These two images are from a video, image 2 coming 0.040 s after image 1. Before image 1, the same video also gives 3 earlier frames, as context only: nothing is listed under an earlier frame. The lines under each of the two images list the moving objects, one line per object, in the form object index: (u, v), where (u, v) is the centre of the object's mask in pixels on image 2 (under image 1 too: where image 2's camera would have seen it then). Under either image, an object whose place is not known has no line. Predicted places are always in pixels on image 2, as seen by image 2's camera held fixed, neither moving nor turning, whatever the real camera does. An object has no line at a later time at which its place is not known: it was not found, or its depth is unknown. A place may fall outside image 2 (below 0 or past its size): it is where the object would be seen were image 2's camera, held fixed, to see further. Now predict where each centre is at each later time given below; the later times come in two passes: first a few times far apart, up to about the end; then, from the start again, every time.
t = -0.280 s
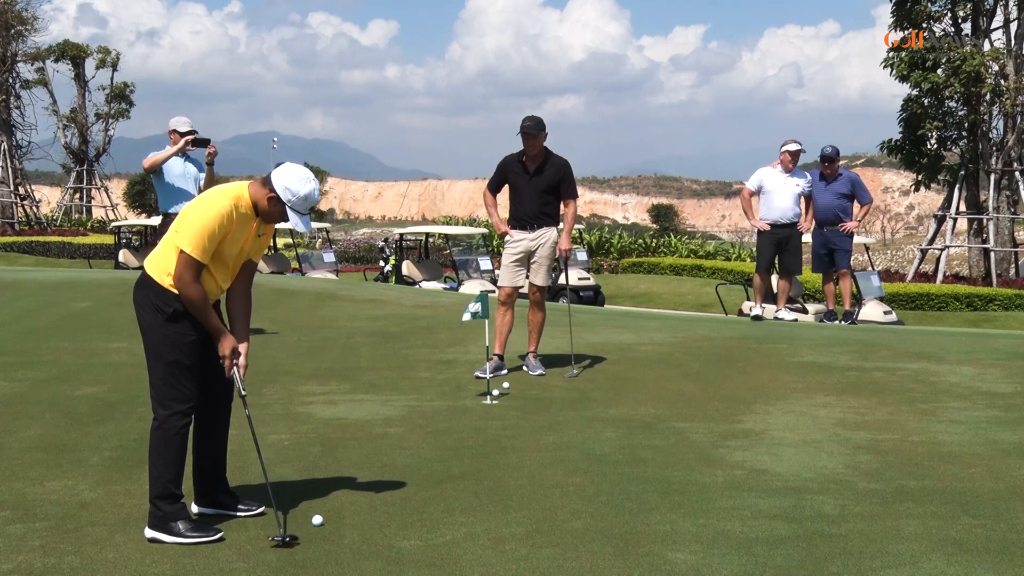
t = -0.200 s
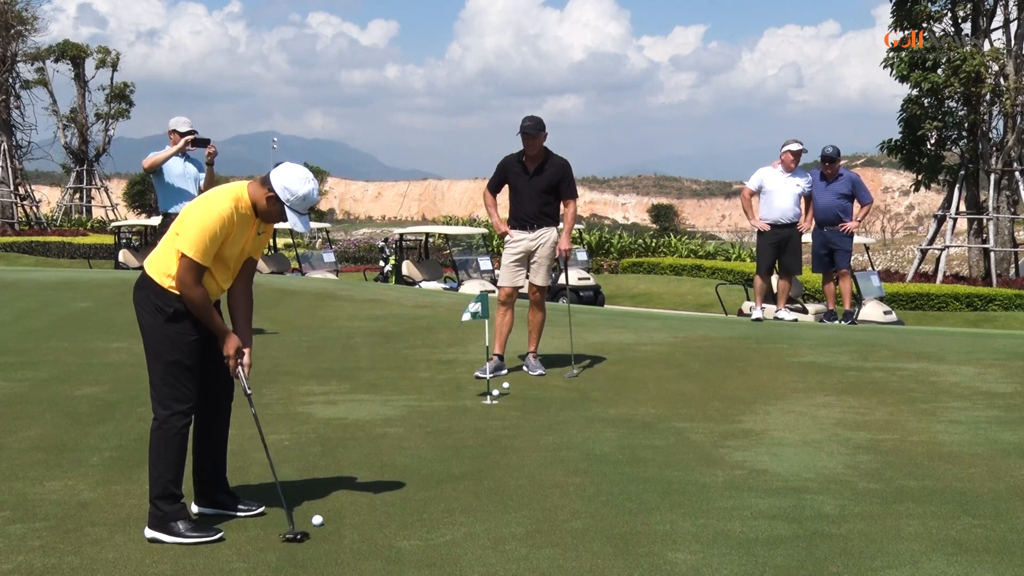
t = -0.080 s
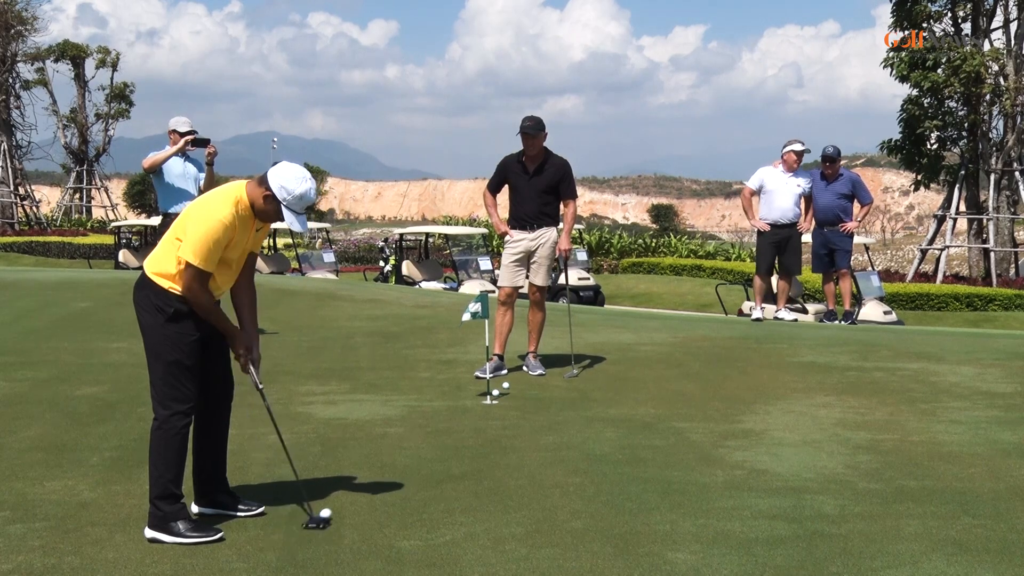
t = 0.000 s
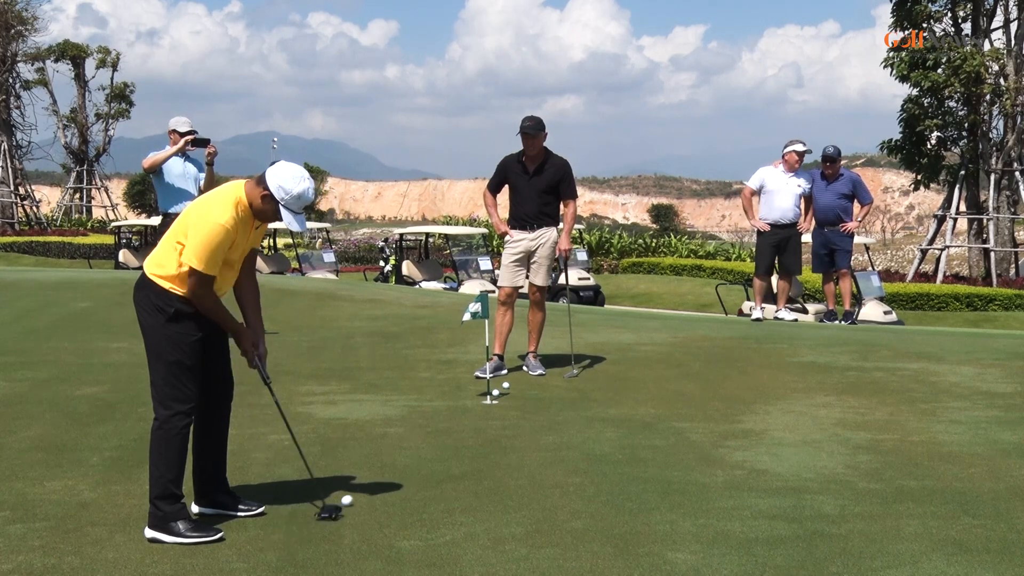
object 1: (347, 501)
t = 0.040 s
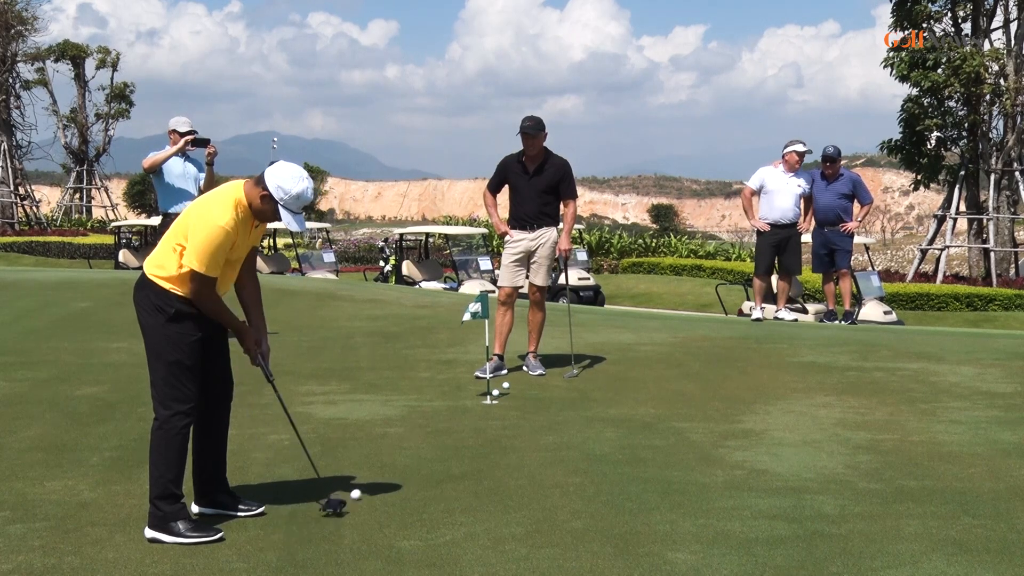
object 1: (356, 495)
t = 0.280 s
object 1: (392, 469)
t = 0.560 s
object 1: (420, 448)
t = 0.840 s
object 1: (438, 433)
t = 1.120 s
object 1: (449, 421)
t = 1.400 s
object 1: (457, 413)
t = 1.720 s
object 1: (463, 405)
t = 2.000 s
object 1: (466, 400)
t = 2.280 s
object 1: (468, 397)
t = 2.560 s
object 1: (470, 394)
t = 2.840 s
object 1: (471, 392)
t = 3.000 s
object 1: (472, 392)
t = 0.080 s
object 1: (363, 490)
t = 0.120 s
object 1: (371, 485)
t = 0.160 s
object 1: (377, 480)
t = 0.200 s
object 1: (382, 477)
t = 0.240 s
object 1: (387, 473)
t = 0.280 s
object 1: (392, 469)
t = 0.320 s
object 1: (397, 466)
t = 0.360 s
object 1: (402, 463)
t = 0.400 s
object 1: (406, 459)
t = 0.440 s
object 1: (410, 456)
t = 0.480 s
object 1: (413, 453)
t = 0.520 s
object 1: (417, 451)
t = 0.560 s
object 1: (420, 448)
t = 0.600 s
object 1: (423, 446)
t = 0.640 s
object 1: (426, 443)
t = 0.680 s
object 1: (429, 441)
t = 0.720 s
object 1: (432, 438)
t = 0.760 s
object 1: (434, 436)
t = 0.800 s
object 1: (436, 434)
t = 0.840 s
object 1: (438, 433)
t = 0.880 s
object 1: (440, 431)
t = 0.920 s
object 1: (442, 429)
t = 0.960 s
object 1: (444, 427)
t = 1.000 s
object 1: (445, 426)
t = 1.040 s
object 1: (447, 424)
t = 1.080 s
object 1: (448, 423)
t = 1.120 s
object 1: (449, 421)
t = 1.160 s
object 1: (451, 420)
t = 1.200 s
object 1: (452, 419)
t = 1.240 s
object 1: (453, 418)
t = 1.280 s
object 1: (454, 416)
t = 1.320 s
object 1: (455, 415)
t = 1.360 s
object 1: (456, 414)
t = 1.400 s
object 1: (457, 413)
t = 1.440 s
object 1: (458, 412)
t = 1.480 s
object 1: (459, 411)
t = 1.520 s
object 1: (459, 410)
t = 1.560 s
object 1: (460, 409)
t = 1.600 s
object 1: (461, 408)
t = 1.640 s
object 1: (462, 407)
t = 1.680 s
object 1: (462, 406)
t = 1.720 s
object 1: (463, 405)
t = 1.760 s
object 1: (463, 404)
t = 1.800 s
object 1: (464, 404)
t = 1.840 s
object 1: (464, 403)
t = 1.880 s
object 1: (465, 402)
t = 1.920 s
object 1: (465, 402)
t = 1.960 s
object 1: (465, 401)
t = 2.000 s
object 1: (466, 400)
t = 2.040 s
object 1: (466, 400)
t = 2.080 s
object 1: (467, 399)
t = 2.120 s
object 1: (467, 398)
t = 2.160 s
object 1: (467, 398)
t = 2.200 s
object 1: (468, 397)
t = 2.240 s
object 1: (468, 397)
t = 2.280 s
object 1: (468, 397)
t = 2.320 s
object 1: (468, 396)
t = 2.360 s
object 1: (469, 396)
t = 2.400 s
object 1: (469, 395)
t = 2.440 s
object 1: (469, 395)
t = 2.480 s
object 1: (469, 394)
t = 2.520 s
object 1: (470, 394)
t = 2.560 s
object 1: (470, 394)
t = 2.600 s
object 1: (470, 393)
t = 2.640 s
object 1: (470, 393)
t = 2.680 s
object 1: (471, 393)
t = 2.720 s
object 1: (471, 393)
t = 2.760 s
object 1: (471, 392)
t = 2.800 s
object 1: (471, 392)
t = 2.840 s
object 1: (471, 392)
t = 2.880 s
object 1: (471, 392)
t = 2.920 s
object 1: (471, 392)
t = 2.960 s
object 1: (472, 392)
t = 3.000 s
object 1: (472, 392)
